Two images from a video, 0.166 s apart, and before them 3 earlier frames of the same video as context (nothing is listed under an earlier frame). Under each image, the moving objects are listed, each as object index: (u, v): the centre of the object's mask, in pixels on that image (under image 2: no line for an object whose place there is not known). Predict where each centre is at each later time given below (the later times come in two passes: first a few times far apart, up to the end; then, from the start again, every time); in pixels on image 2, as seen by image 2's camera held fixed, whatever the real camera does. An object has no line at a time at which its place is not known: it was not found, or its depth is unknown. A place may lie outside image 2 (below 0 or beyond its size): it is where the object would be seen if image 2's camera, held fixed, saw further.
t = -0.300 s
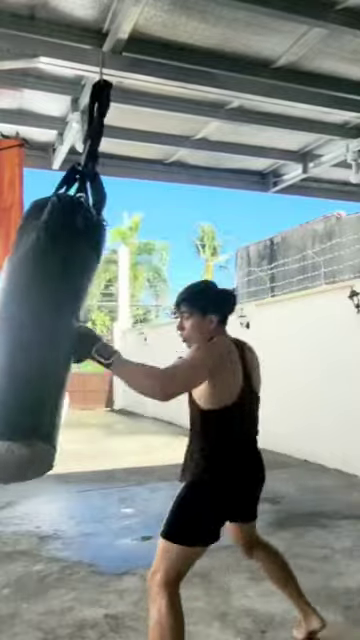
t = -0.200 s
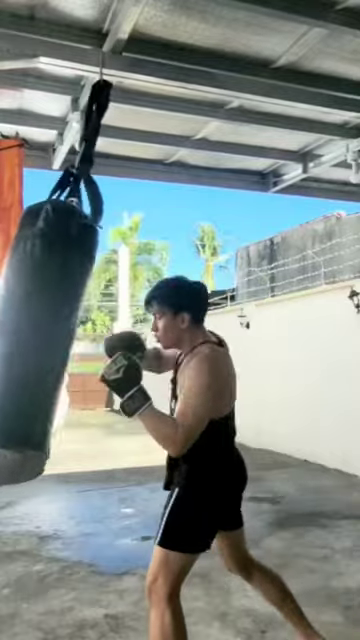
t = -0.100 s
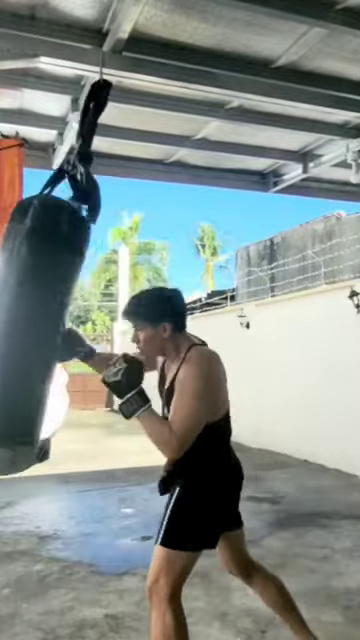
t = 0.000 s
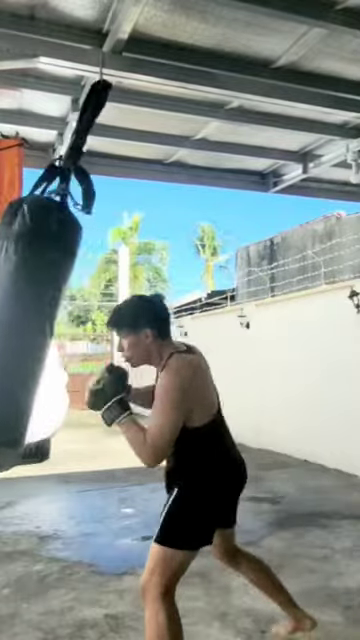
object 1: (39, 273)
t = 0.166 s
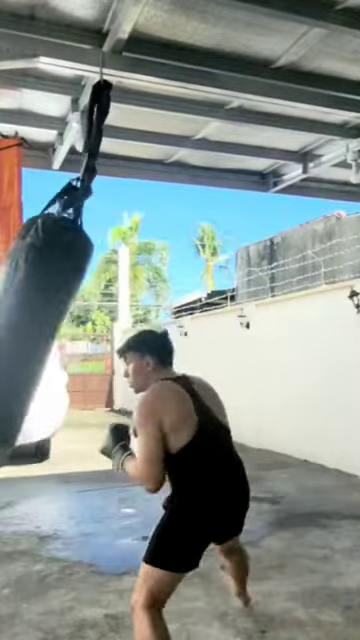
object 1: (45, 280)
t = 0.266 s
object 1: (46, 293)
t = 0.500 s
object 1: (70, 315)
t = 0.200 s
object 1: (46, 284)
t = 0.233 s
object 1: (46, 288)
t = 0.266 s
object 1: (46, 293)
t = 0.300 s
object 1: (47, 299)
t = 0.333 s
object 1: (47, 304)
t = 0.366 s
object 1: (49, 309)
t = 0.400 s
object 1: (52, 313)
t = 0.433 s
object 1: (57, 314)
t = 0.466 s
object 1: (63, 314)
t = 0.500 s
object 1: (70, 315)
